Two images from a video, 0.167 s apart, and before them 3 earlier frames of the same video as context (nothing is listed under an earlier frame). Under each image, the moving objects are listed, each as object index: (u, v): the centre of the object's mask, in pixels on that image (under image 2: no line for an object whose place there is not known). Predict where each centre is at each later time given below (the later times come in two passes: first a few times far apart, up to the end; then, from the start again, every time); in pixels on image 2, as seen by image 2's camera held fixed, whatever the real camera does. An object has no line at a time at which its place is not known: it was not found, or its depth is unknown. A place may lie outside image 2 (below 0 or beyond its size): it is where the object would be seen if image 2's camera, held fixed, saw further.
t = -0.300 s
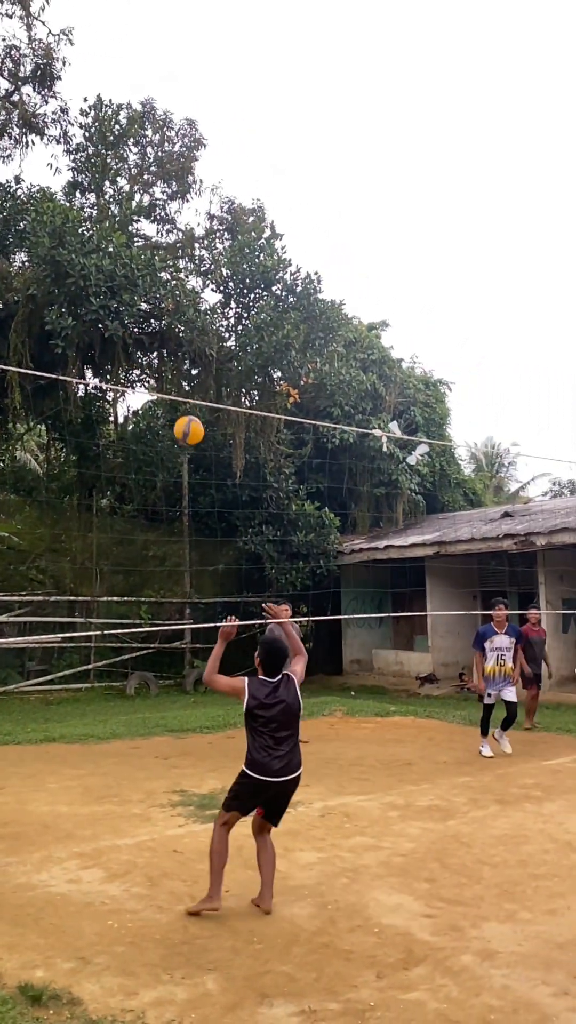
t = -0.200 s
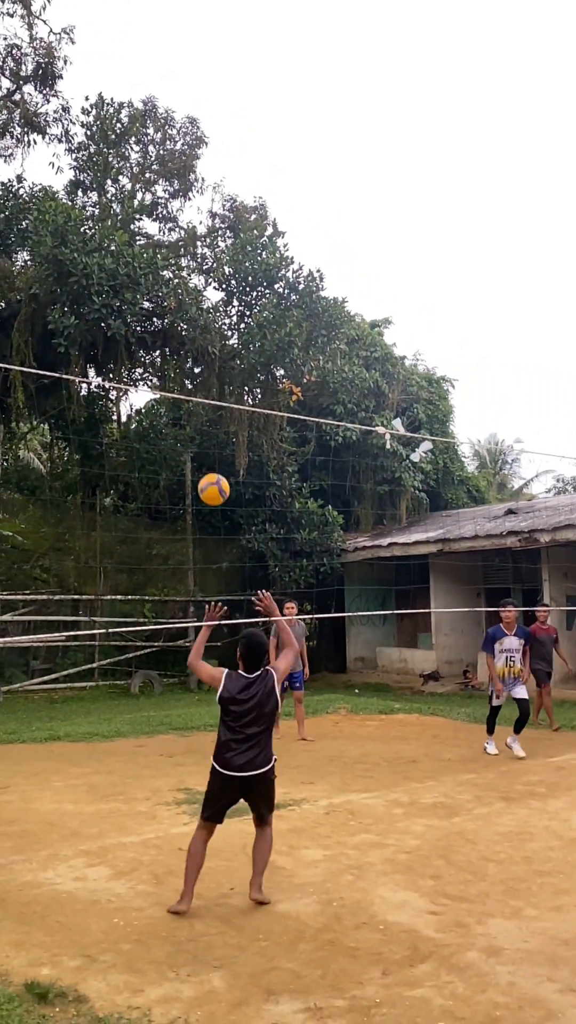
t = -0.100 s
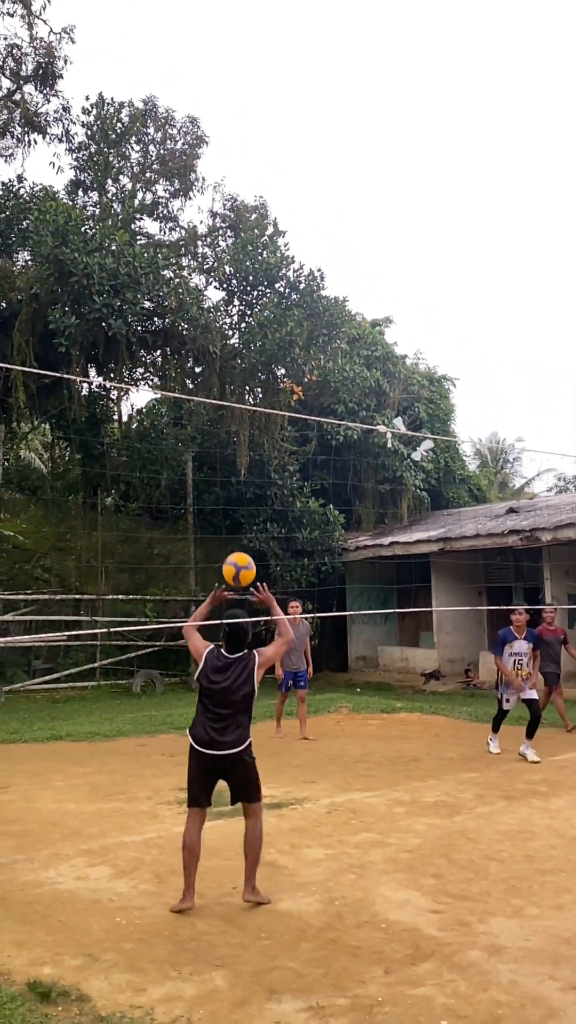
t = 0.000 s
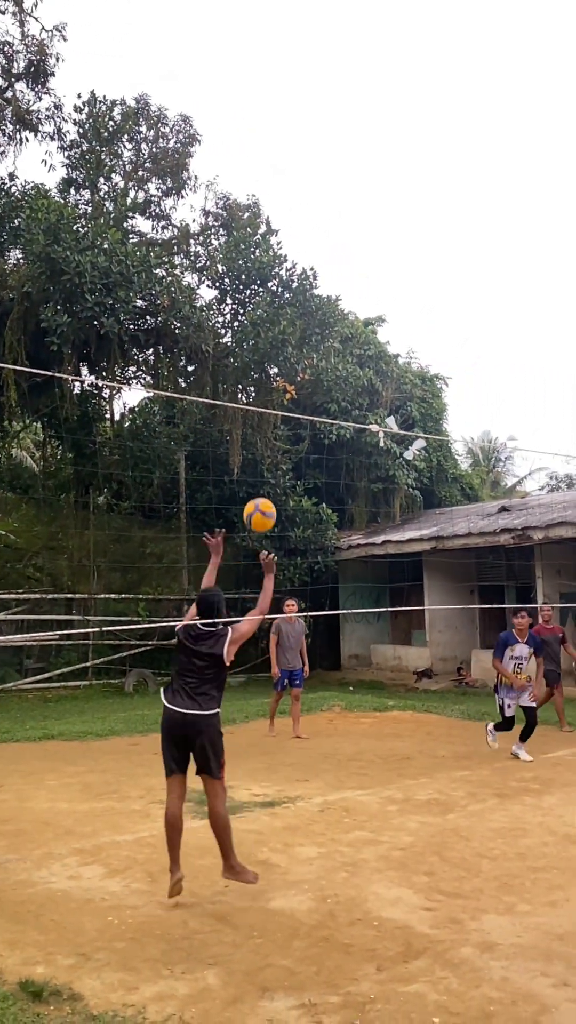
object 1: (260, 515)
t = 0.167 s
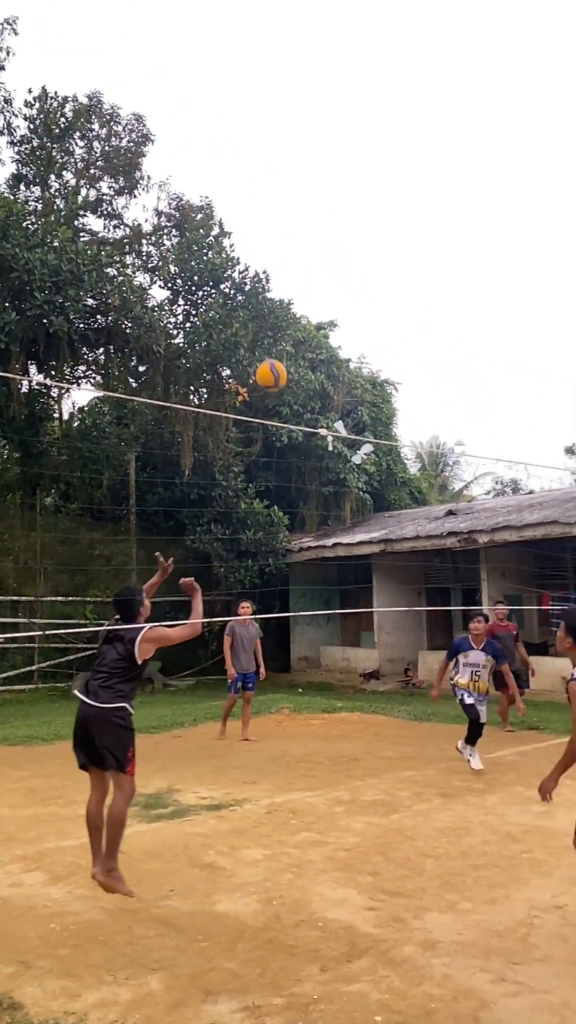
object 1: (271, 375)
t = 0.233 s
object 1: (293, 335)
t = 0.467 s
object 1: (364, 255)
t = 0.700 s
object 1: (427, 249)
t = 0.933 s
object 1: (484, 306)
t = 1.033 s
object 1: (508, 347)
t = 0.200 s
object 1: (282, 355)
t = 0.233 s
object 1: (293, 335)
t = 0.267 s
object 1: (303, 319)
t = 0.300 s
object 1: (314, 303)
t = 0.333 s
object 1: (325, 290)
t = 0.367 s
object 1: (335, 279)
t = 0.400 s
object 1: (345, 269)
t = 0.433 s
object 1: (355, 261)
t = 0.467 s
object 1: (364, 255)
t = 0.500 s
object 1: (373, 249)
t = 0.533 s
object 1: (383, 246)
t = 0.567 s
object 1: (392, 244)
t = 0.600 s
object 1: (401, 243)
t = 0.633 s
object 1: (410, 244)
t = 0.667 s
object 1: (418, 246)
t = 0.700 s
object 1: (427, 249)
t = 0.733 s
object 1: (435, 254)
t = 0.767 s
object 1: (444, 260)
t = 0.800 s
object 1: (452, 267)
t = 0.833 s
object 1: (460, 275)
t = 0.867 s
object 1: (468, 284)
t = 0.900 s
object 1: (476, 294)
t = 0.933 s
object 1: (484, 306)
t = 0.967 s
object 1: (492, 319)
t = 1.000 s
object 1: (500, 332)
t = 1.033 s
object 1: (508, 347)
